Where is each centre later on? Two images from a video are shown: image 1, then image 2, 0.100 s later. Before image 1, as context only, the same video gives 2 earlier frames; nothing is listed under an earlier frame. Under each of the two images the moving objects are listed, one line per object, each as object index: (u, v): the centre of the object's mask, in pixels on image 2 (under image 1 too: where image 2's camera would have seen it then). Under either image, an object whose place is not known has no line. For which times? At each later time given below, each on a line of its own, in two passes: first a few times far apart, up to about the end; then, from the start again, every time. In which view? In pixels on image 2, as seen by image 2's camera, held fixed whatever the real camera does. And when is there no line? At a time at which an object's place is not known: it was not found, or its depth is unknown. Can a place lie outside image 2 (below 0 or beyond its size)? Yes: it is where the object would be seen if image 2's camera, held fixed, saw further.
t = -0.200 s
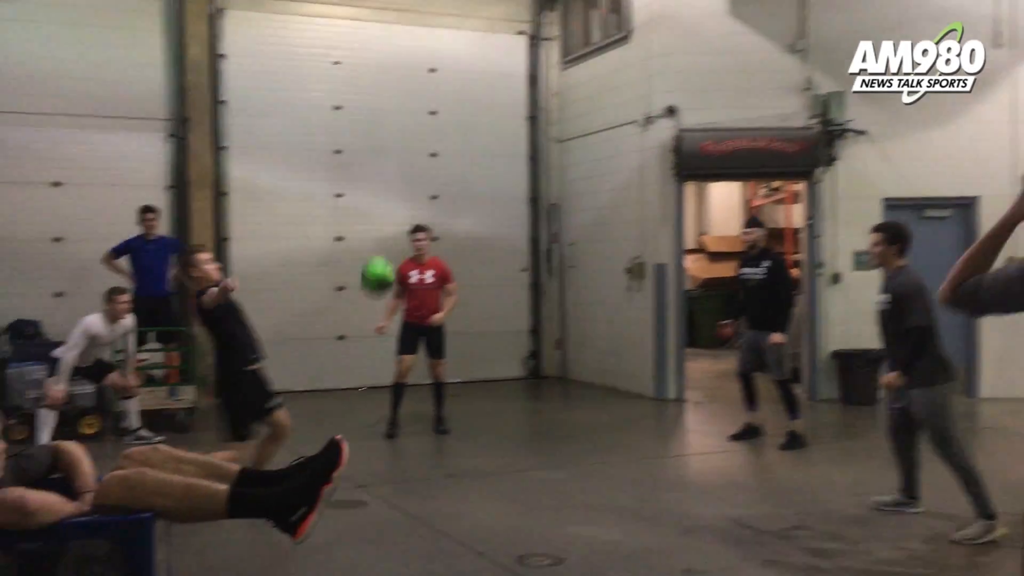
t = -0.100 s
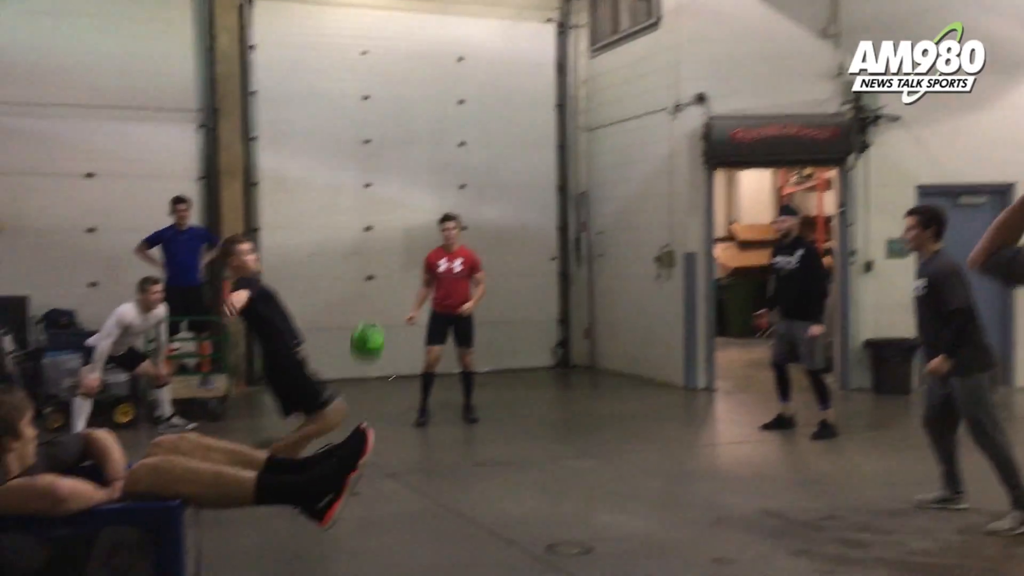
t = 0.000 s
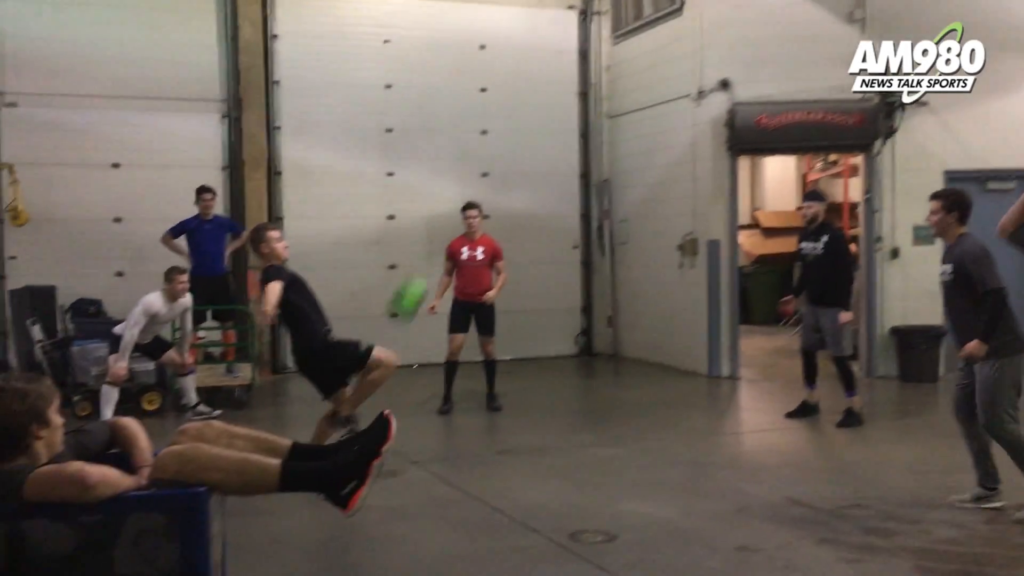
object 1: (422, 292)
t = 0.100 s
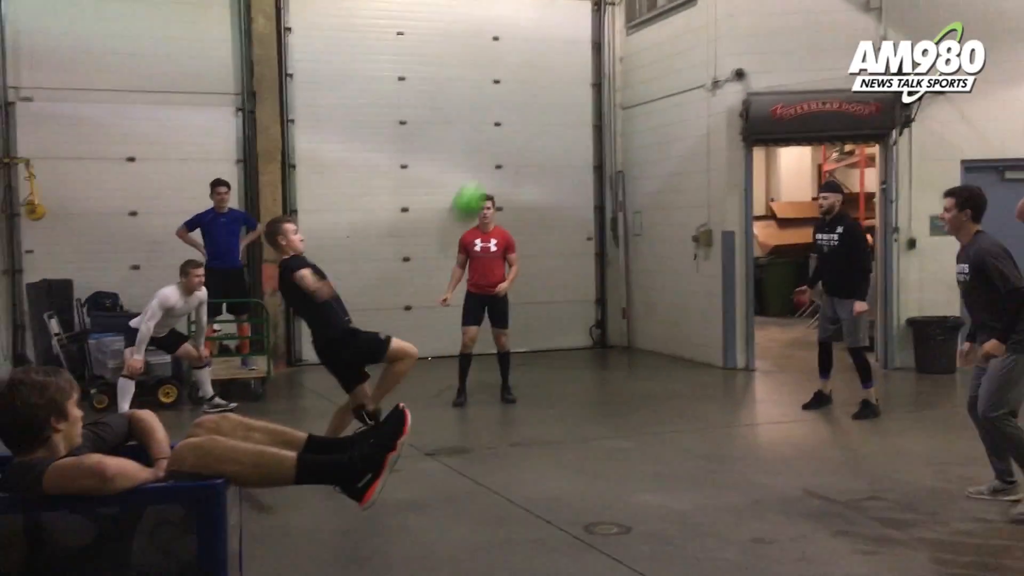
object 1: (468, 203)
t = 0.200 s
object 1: (514, 132)
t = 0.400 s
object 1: (595, 43)
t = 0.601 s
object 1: (668, 14)
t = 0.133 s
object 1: (484, 176)
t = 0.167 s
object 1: (499, 154)
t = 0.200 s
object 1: (514, 132)
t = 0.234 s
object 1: (527, 114)
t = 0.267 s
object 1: (542, 96)
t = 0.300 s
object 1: (555, 80)
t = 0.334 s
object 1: (569, 66)
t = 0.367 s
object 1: (583, 54)
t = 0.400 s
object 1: (595, 43)
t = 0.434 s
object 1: (607, 35)
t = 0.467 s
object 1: (620, 27)
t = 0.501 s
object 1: (632, 22)
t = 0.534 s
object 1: (644, 18)
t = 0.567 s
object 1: (656, 15)
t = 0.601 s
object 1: (668, 14)
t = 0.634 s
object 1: (680, 14)
